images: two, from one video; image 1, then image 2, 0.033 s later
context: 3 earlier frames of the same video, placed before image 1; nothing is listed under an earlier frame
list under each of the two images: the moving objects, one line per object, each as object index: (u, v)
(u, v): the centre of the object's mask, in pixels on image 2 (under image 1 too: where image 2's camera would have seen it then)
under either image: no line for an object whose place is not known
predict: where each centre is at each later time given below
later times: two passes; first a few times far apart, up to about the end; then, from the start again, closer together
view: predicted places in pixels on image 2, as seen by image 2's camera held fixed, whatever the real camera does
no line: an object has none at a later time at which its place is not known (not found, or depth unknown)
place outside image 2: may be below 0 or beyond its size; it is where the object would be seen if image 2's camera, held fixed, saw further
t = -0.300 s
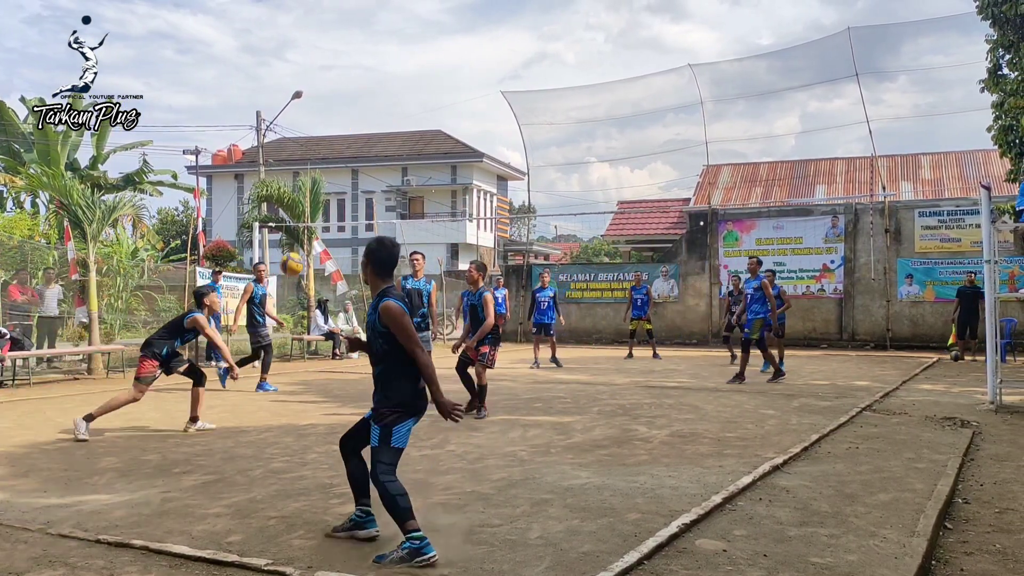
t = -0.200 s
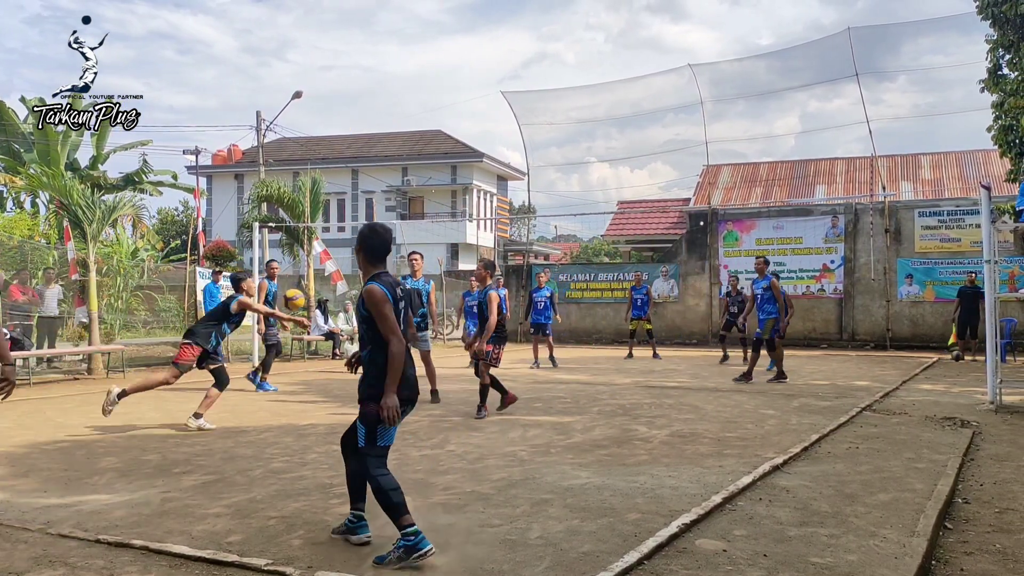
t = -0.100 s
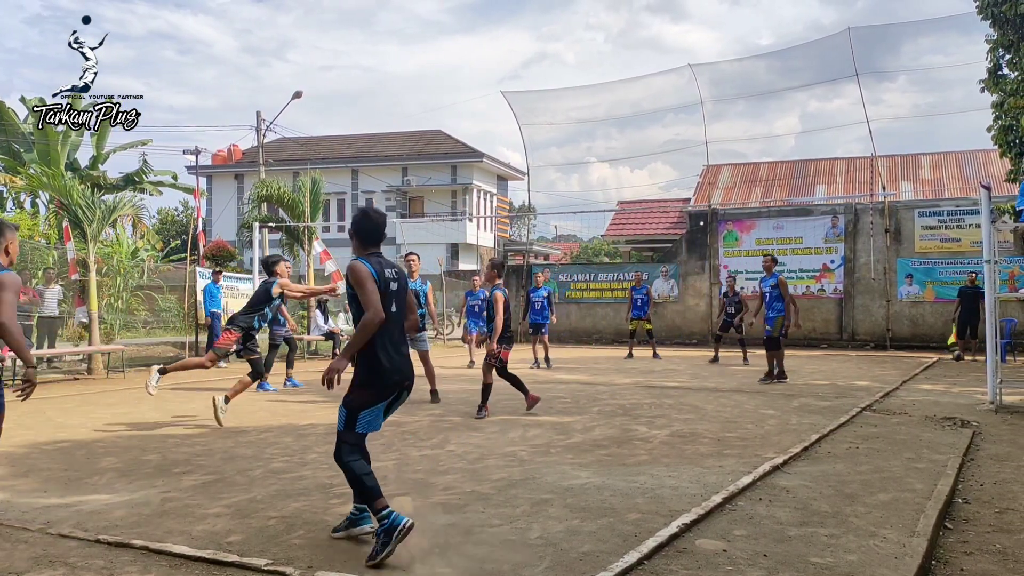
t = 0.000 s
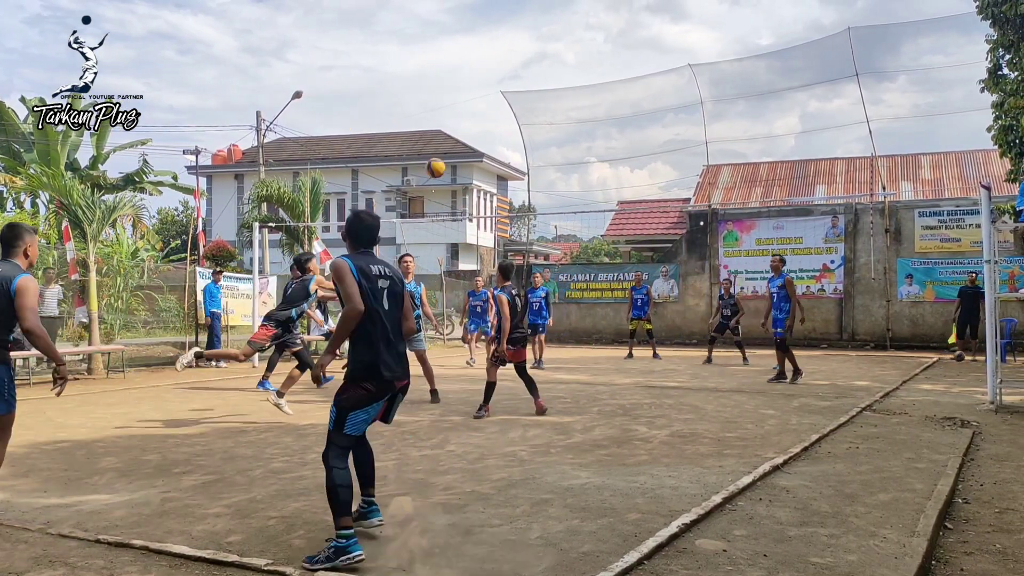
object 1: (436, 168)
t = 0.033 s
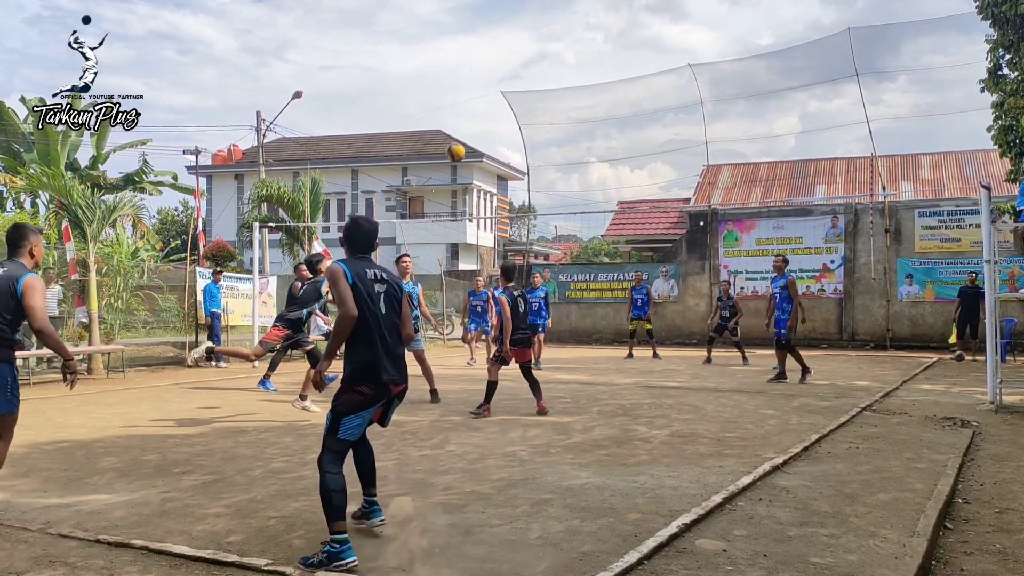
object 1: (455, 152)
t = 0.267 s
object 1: (572, 81)
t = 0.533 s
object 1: (670, 65)
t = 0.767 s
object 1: (737, 96)
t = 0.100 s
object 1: (492, 125)
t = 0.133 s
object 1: (510, 114)
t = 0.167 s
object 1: (526, 103)
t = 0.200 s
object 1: (542, 95)
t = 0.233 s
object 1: (557, 87)
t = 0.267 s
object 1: (572, 81)
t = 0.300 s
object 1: (585, 75)
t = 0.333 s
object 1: (599, 71)
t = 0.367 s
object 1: (612, 68)
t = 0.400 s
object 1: (624, 65)
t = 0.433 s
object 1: (636, 64)
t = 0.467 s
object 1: (648, 64)
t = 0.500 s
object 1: (659, 64)
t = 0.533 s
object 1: (670, 65)
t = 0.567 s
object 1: (681, 68)
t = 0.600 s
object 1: (691, 70)
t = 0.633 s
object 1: (700, 74)
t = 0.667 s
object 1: (710, 79)
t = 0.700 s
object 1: (719, 84)
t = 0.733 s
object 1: (728, 89)
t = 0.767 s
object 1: (737, 96)
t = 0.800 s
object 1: (746, 103)
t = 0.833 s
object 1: (754, 110)
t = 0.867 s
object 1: (762, 118)
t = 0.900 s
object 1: (770, 127)
